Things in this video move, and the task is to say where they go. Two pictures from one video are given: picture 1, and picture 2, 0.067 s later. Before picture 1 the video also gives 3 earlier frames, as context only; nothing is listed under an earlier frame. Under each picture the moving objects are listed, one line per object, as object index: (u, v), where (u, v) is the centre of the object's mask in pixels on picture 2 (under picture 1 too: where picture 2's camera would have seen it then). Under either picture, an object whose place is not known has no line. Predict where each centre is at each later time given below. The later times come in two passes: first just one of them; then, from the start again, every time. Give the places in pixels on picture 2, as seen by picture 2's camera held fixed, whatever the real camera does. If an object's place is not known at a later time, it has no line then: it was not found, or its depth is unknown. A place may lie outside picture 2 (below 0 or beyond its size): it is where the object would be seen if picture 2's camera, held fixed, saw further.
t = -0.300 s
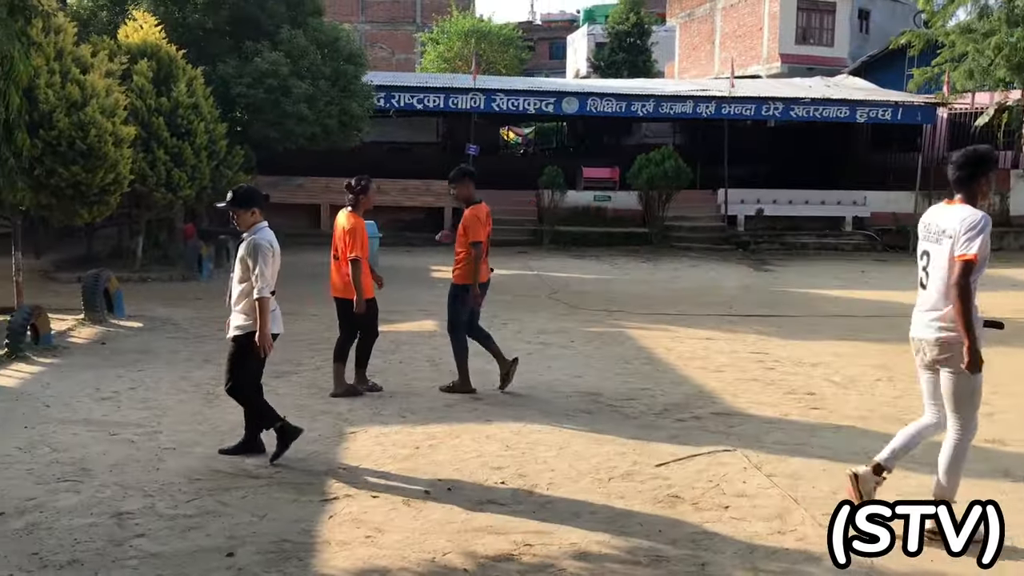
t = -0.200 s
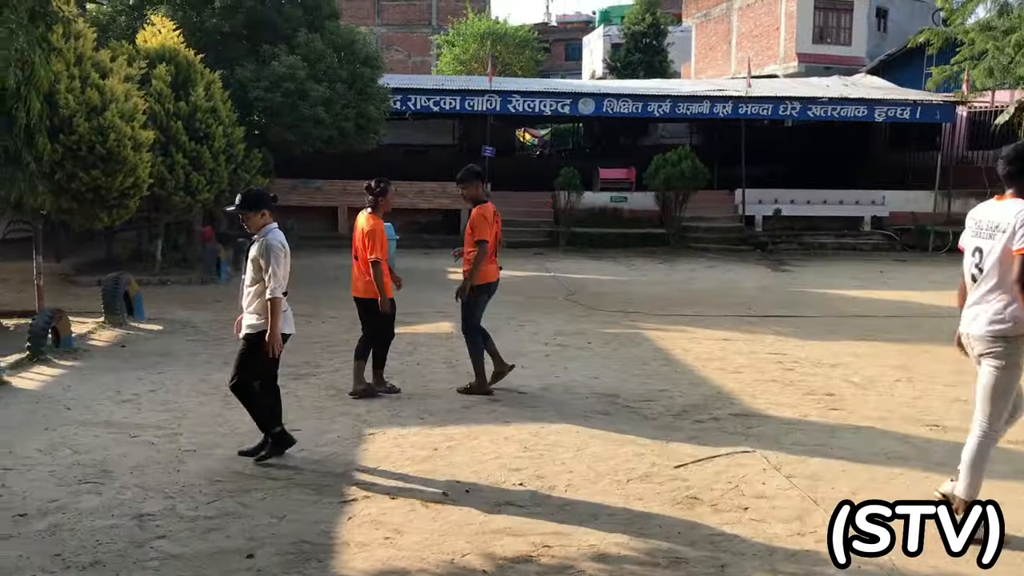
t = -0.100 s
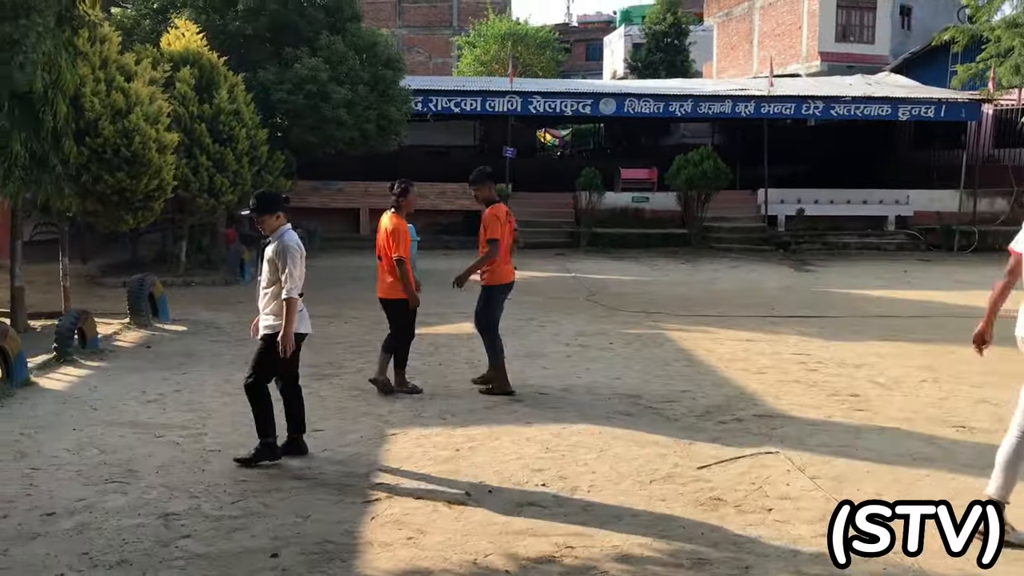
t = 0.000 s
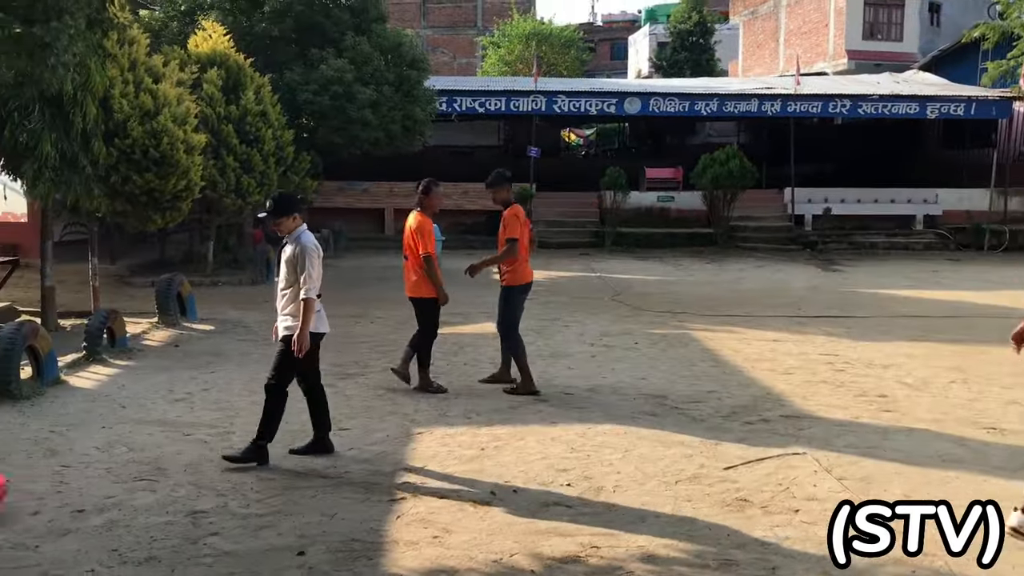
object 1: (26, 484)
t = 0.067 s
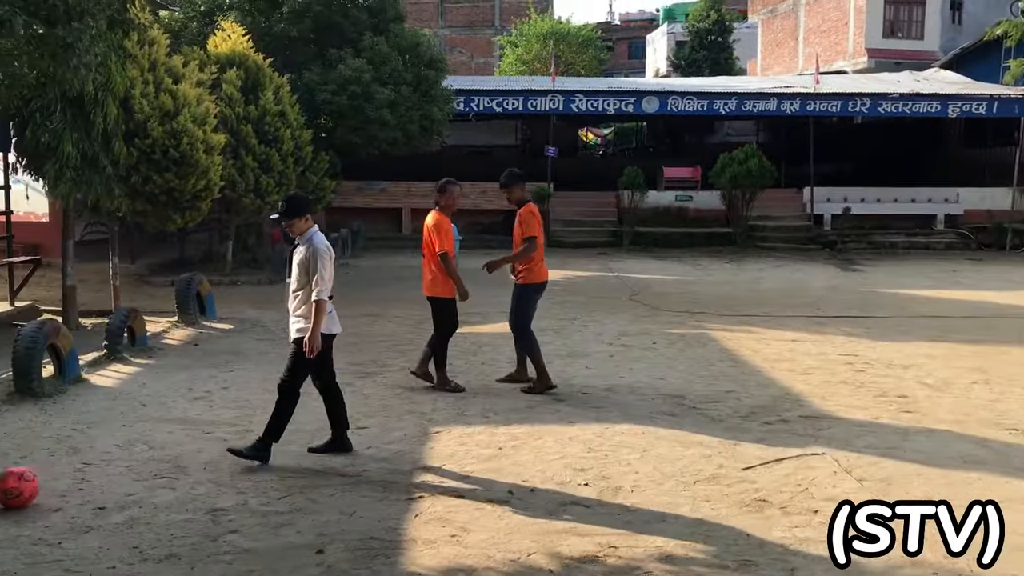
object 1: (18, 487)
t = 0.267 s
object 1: (39, 488)
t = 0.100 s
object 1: (20, 488)
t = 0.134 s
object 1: (24, 487)
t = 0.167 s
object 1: (28, 487)
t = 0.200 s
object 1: (32, 487)
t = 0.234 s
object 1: (35, 487)
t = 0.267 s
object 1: (39, 488)
